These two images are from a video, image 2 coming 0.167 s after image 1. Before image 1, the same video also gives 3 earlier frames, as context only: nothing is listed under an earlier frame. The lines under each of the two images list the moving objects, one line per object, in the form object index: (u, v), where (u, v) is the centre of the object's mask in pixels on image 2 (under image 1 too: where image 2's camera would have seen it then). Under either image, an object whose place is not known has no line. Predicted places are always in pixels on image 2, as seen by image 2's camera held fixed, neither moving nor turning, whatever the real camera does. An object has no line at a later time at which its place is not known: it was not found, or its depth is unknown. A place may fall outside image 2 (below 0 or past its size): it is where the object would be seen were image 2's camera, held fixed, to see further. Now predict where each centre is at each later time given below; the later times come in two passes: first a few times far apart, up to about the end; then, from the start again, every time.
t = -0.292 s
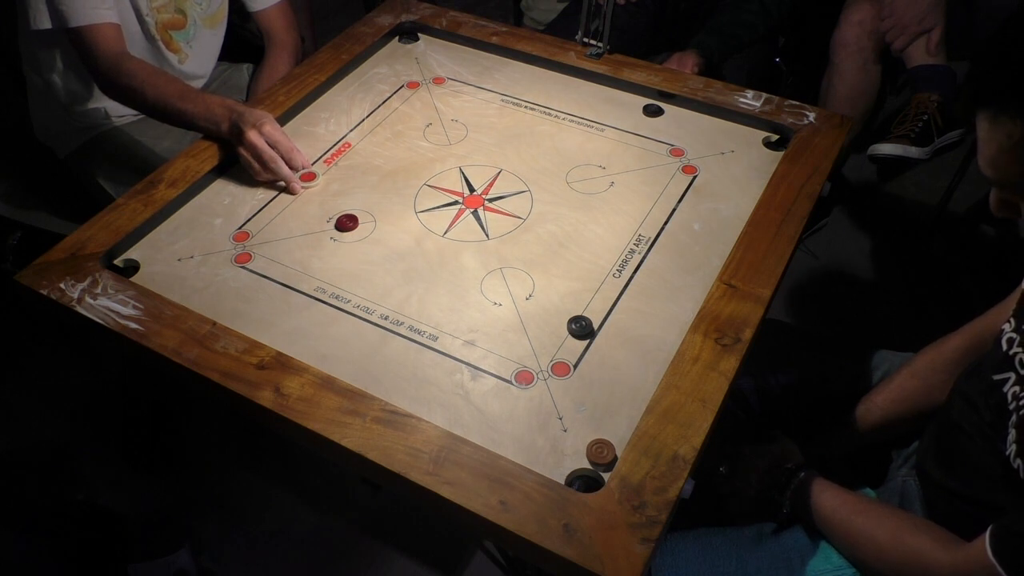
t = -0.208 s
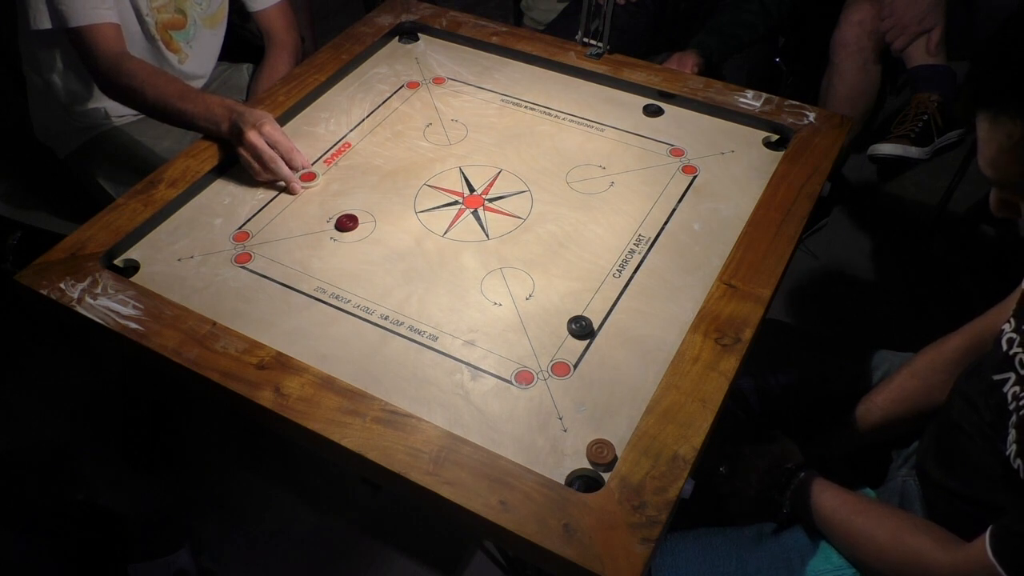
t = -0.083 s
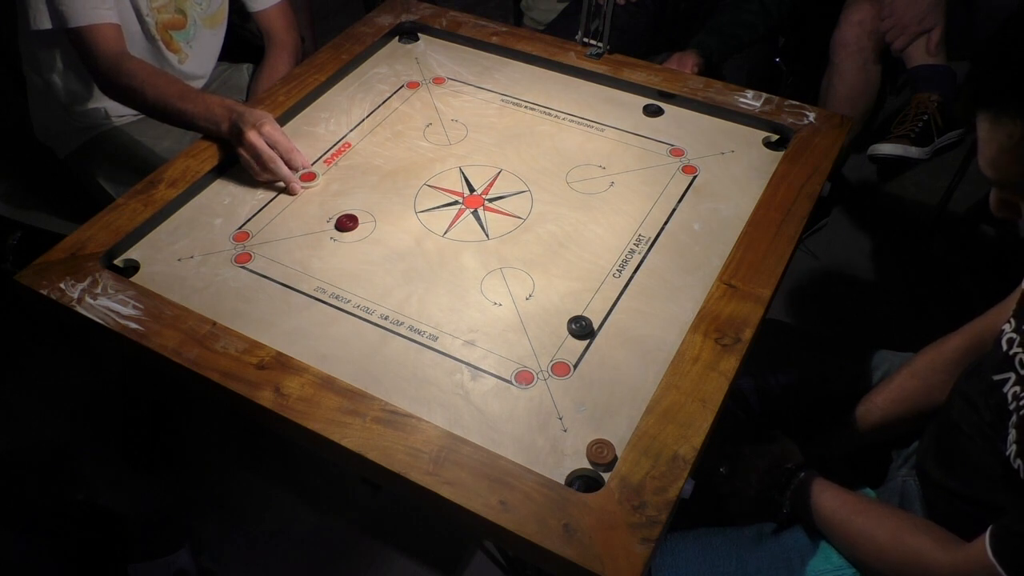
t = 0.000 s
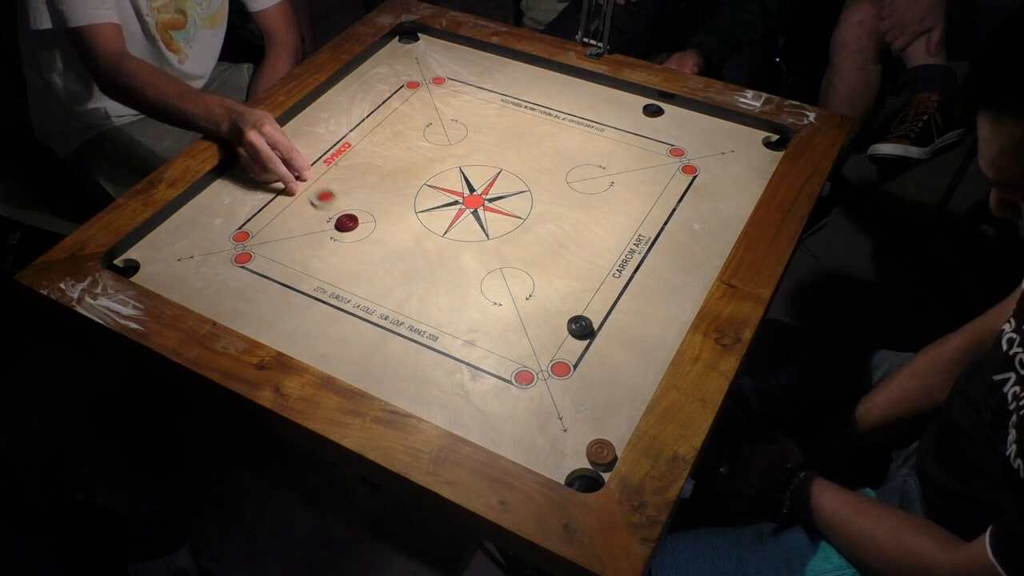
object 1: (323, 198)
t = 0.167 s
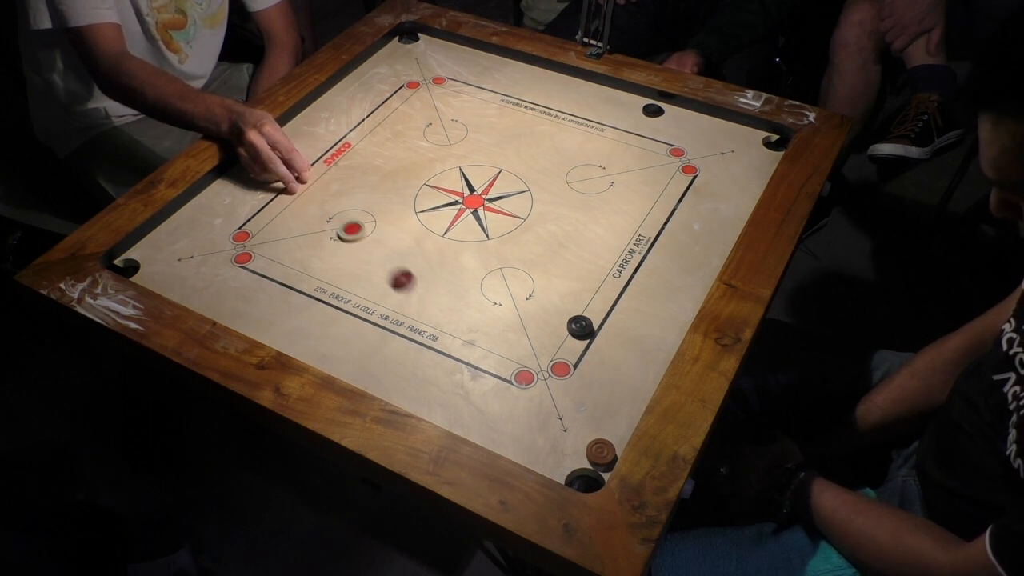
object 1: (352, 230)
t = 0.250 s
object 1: (362, 242)
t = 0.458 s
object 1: (381, 265)
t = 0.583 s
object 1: (386, 272)
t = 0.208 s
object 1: (356, 236)
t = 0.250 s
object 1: (362, 242)
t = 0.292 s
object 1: (366, 248)
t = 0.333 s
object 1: (371, 253)
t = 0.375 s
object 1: (374, 258)
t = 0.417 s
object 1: (378, 262)
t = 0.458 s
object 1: (381, 265)
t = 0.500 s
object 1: (383, 268)
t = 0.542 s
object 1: (385, 270)
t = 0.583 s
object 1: (386, 272)
